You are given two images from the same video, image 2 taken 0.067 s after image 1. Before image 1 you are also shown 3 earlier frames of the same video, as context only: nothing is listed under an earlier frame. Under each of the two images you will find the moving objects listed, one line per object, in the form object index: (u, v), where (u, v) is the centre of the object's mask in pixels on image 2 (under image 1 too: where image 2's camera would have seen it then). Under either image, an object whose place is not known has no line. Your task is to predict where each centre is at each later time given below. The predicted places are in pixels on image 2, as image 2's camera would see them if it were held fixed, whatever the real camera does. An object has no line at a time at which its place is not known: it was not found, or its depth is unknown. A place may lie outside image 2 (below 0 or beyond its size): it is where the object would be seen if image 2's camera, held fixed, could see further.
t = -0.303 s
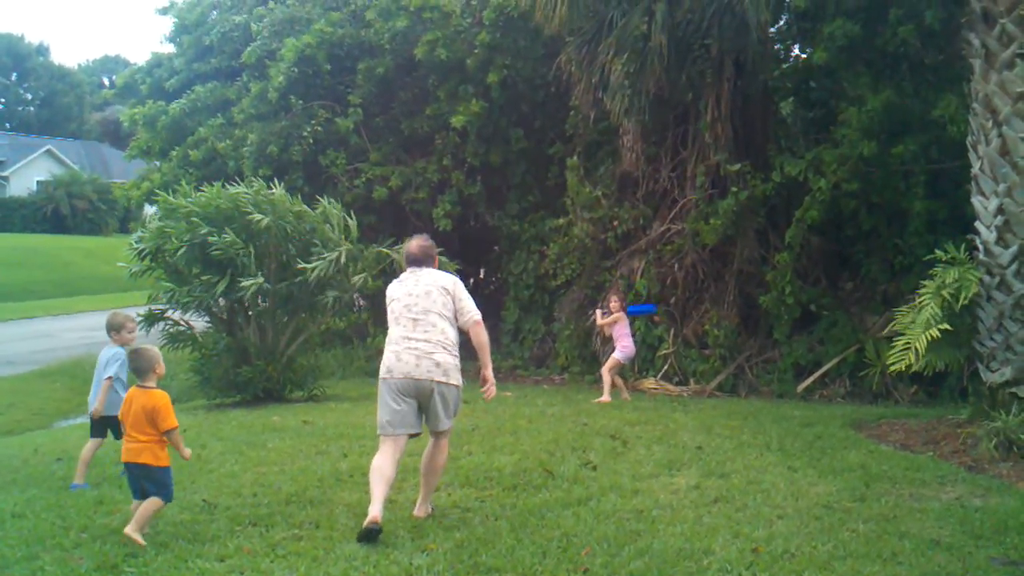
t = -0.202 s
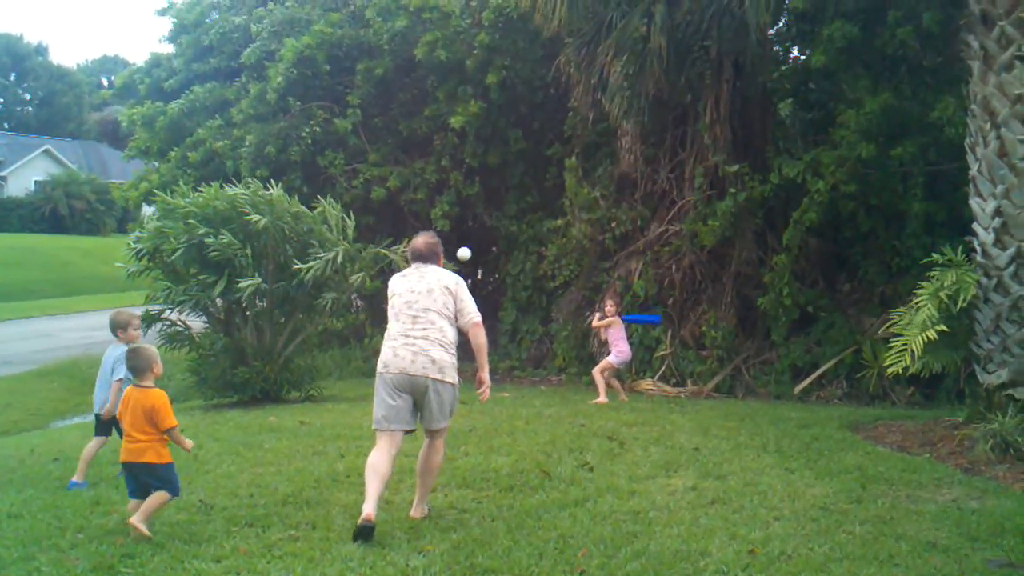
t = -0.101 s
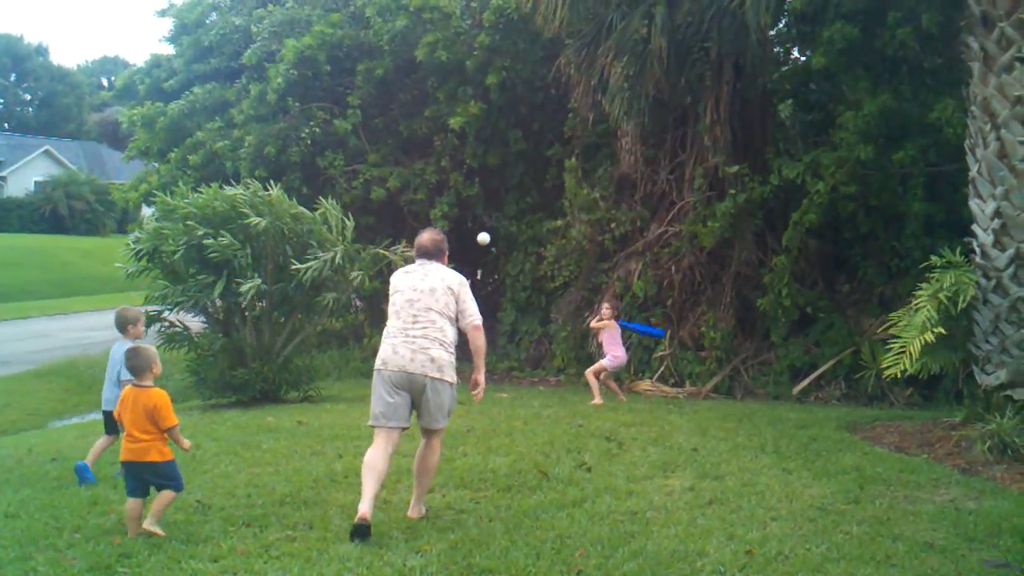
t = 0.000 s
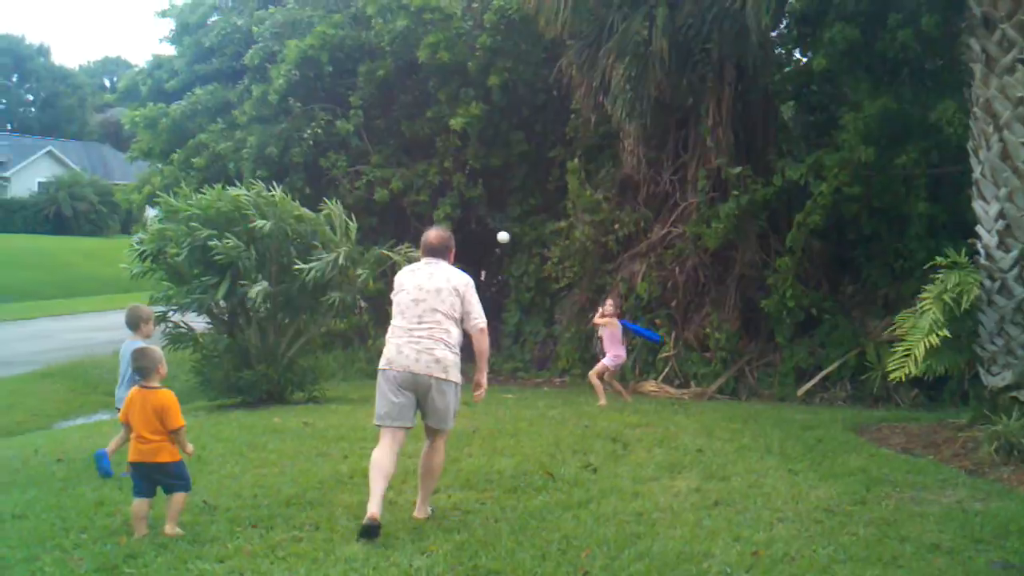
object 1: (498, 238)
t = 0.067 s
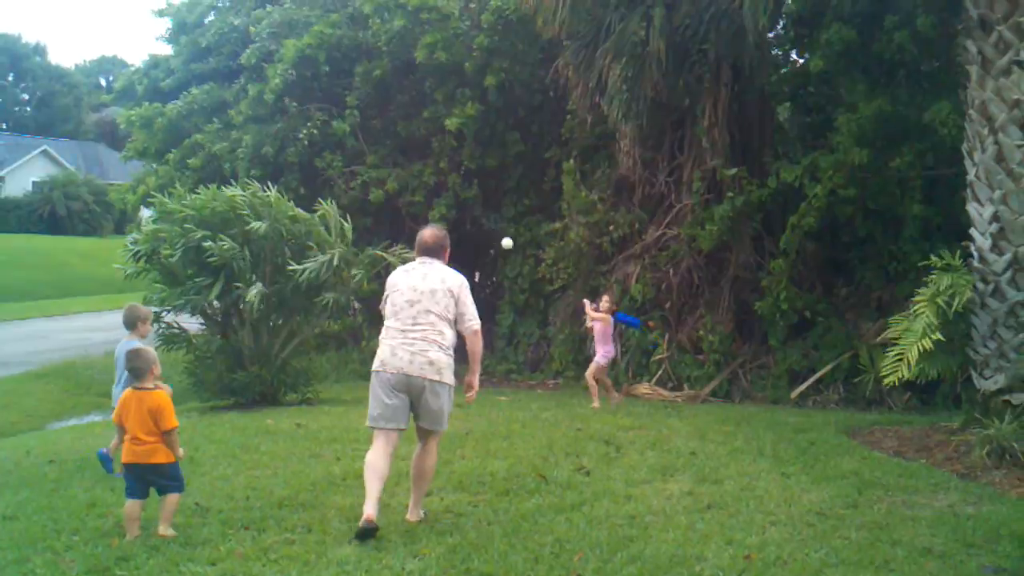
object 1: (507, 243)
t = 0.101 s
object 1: (512, 247)
